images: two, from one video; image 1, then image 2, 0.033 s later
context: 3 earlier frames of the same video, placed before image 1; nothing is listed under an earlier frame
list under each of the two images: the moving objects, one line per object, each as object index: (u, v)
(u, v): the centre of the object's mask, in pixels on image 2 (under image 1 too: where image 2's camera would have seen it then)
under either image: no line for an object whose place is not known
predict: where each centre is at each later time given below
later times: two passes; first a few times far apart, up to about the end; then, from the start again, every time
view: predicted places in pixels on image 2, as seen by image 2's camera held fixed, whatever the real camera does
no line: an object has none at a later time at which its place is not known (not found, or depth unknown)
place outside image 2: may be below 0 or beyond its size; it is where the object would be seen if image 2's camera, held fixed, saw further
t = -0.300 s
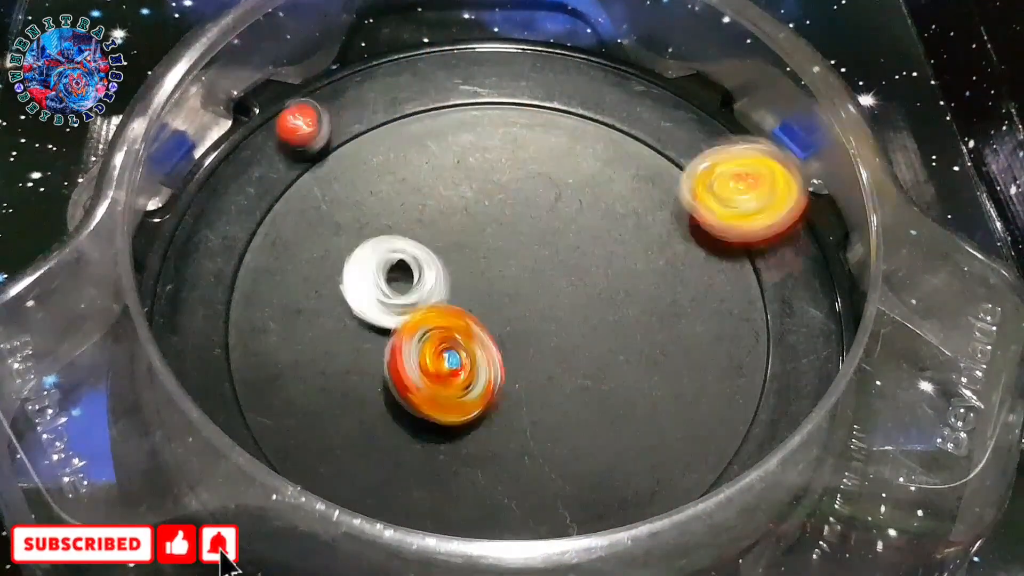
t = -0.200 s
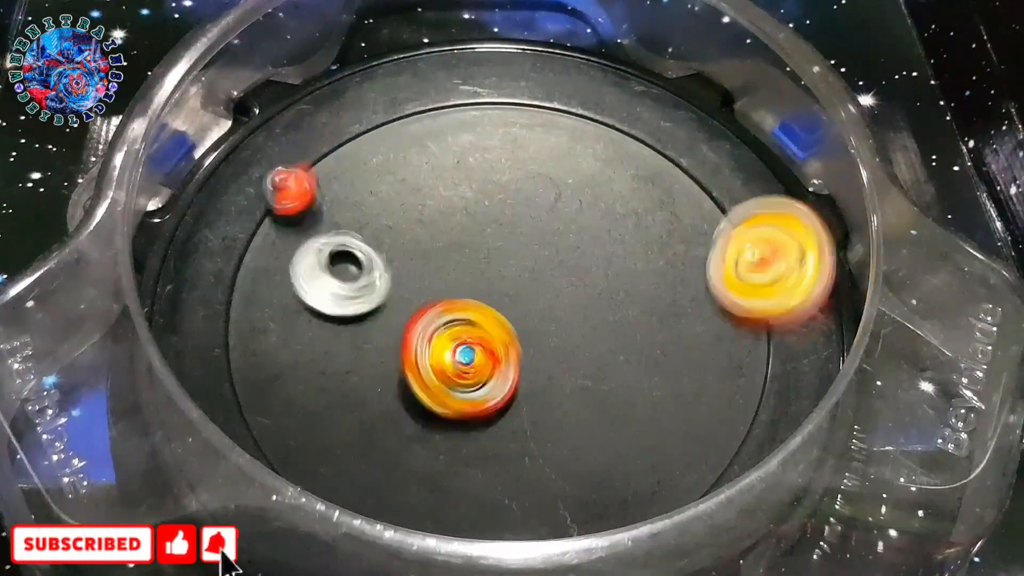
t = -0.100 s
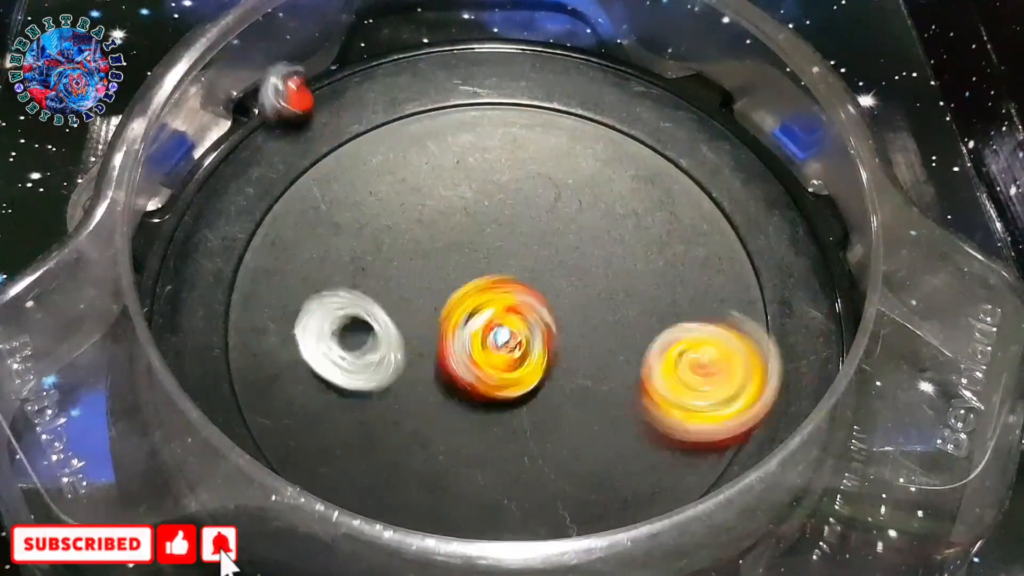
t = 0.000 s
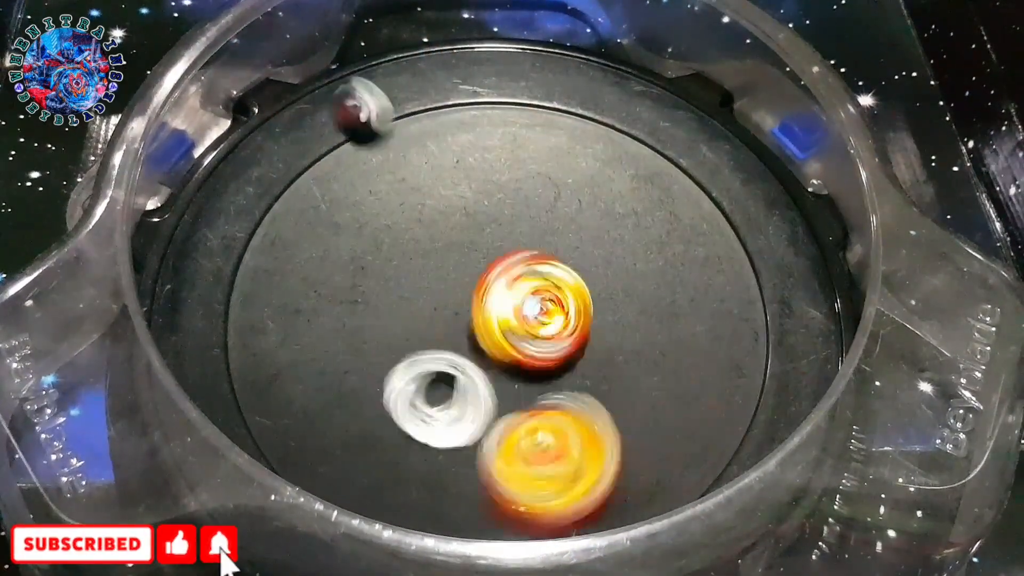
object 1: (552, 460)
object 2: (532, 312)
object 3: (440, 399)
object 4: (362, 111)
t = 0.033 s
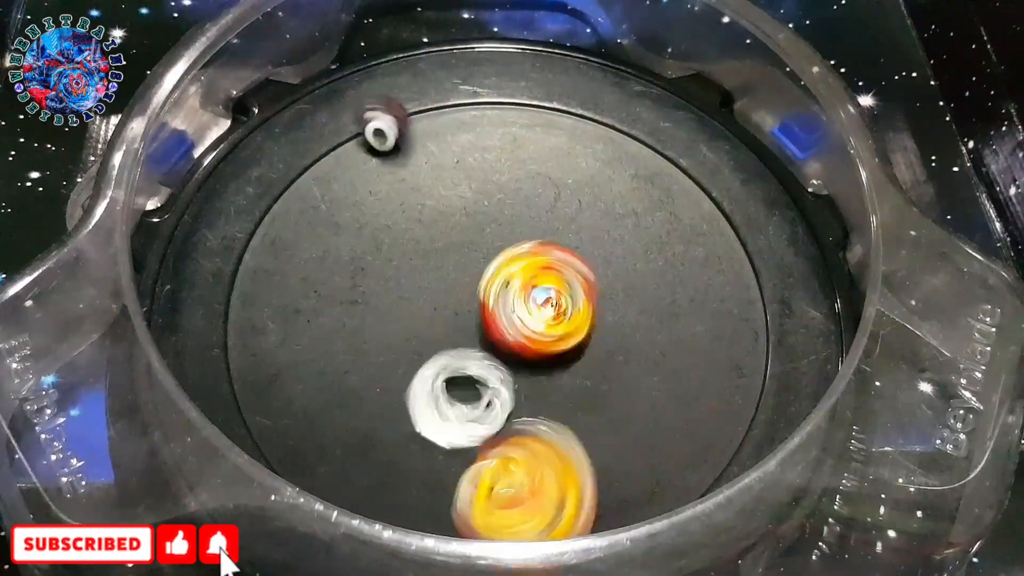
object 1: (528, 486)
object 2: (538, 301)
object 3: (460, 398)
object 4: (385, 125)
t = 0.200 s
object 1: (447, 526)
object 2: (602, 282)
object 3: (459, 294)
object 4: (533, 250)
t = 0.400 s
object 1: (463, 360)
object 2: (610, 297)
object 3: (454, 265)
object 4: (545, 235)
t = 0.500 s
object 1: (476, 350)
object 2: (589, 314)
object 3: (463, 250)
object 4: (529, 225)
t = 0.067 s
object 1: (515, 511)
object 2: (550, 294)
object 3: (474, 377)
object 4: (404, 143)
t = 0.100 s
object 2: (559, 293)
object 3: (482, 357)
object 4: (438, 165)
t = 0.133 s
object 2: (573, 291)
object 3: (479, 335)
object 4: (462, 185)
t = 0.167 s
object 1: (457, 544)
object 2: (586, 287)
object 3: (472, 318)
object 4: (488, 206)
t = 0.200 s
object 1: (447, 526)
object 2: (602, 282)
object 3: (459, 294)
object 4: (533, 250)
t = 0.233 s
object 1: (451, 505)
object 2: (611, 284)
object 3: (454, 284)
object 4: (532, 240)
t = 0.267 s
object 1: (447, 486)
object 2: (616, 284)
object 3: (452, 280)
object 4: (526, 241)
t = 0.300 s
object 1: (449, 465)
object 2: (618, 283)
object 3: (450, 276)
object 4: (518, 243)
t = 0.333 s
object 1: (450, 430)
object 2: (619, 284)
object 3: (448, 275)
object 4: (529, 244)
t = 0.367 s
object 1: (458, 373)
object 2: (612, 290)
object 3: (450, 273)
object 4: (547, 247)
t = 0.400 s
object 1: (463, 360)
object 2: (610, 297)
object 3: (454, 265)
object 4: (545, 235)
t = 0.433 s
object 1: (467, 354)
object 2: (606, 303)
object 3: (458, 254)
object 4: (541, 226)
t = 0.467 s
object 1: (473, 349)
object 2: (598, 309)
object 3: (461, 252)
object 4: (535, 225)
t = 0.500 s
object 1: (476, 350)
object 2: (589, 314)
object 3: (463, 250)
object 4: (529, 225)
